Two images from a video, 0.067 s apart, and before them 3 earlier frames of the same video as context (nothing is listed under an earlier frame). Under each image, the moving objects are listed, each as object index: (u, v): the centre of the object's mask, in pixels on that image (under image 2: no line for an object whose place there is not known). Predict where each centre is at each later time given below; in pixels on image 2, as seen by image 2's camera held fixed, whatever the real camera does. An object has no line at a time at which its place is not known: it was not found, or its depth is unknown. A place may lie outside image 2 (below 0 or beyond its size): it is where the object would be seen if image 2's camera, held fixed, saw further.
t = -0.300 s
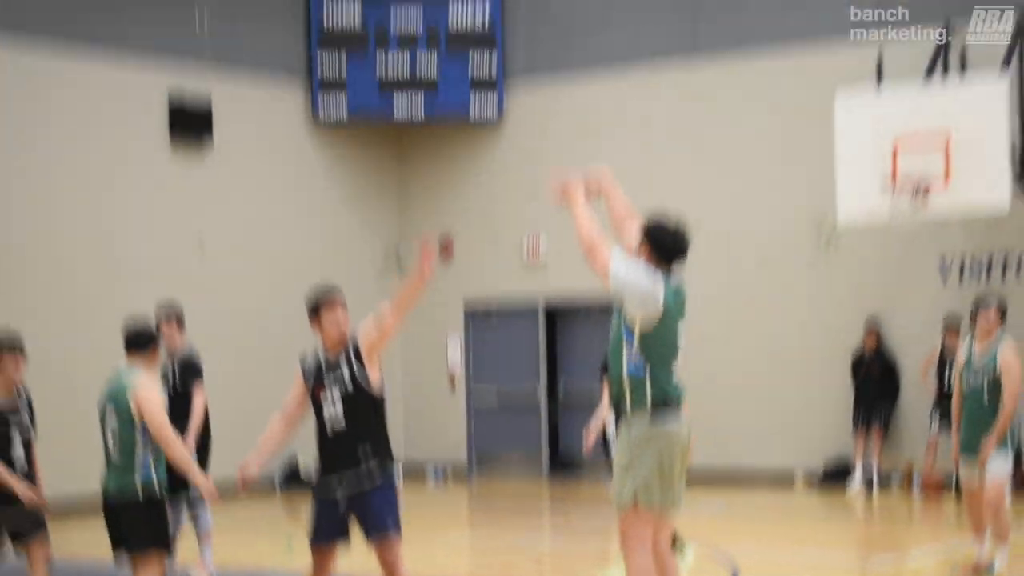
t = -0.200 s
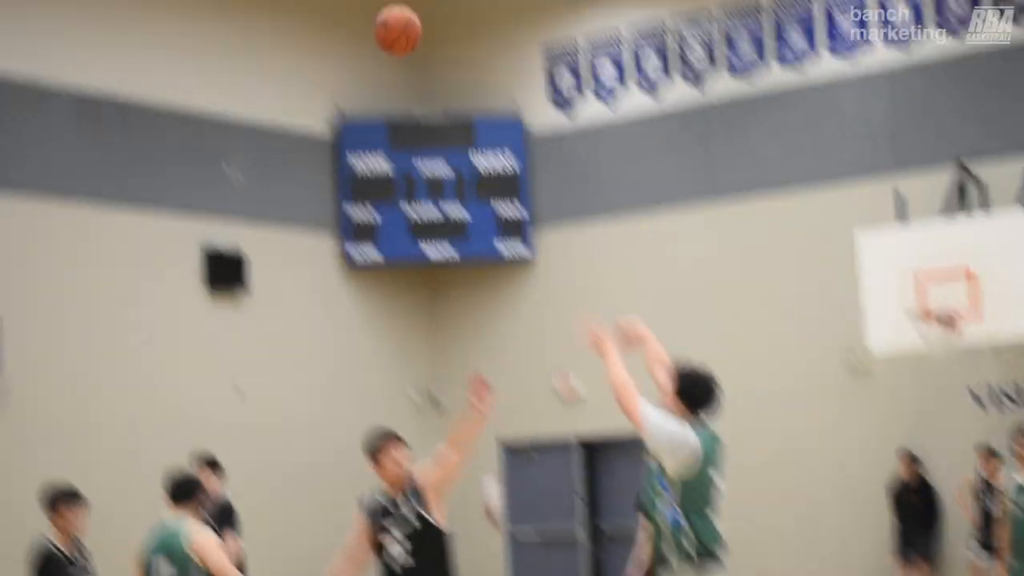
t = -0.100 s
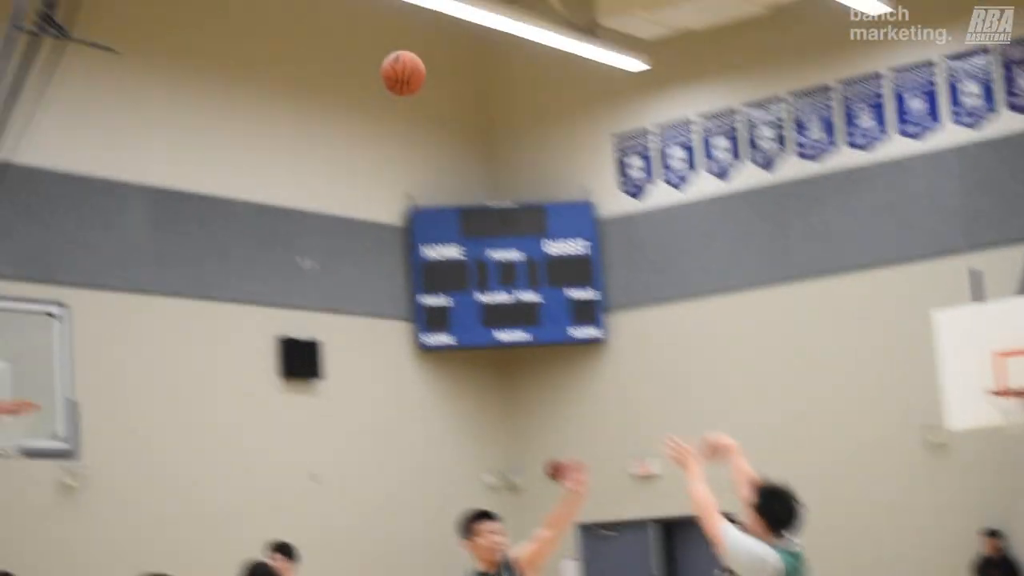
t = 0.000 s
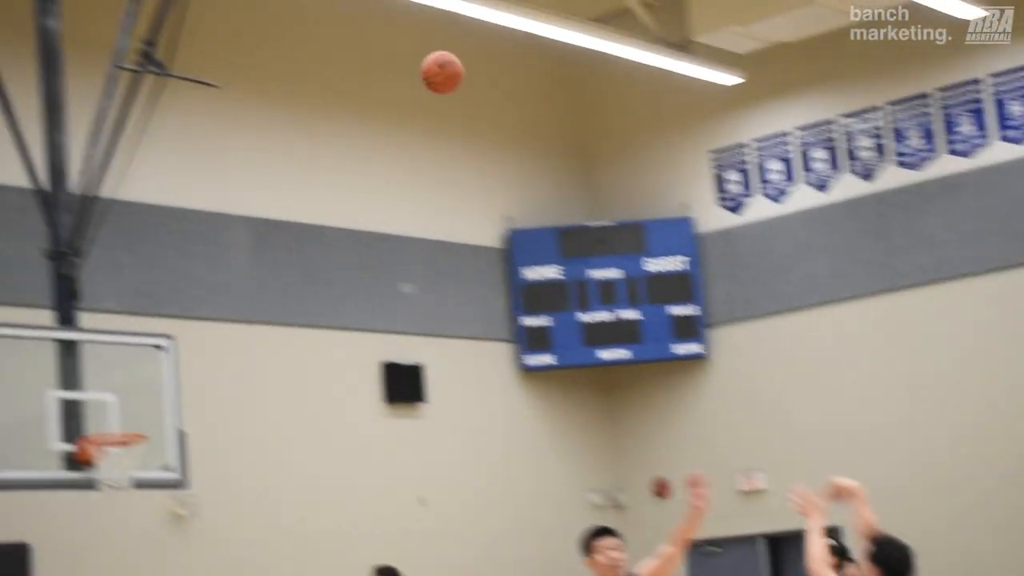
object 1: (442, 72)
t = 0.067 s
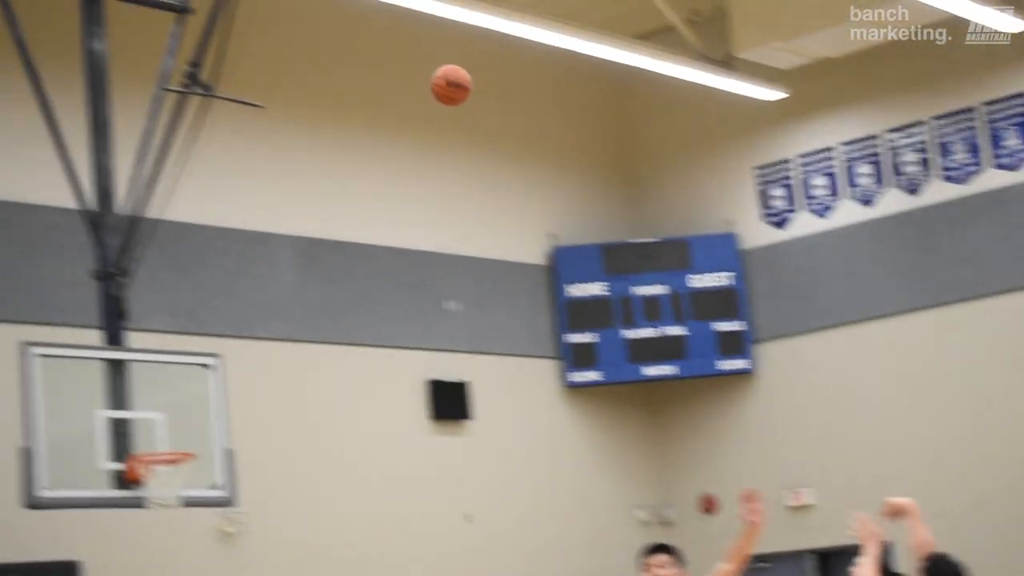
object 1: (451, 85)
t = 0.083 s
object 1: (444, 84)
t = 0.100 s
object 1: (436, 84)
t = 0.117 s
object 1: (429, 85)
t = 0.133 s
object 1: (422, 86)
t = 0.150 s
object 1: (414, 87)
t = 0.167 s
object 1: (407, 88)
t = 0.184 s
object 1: (400, 91)
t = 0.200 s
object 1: (393, 93)
